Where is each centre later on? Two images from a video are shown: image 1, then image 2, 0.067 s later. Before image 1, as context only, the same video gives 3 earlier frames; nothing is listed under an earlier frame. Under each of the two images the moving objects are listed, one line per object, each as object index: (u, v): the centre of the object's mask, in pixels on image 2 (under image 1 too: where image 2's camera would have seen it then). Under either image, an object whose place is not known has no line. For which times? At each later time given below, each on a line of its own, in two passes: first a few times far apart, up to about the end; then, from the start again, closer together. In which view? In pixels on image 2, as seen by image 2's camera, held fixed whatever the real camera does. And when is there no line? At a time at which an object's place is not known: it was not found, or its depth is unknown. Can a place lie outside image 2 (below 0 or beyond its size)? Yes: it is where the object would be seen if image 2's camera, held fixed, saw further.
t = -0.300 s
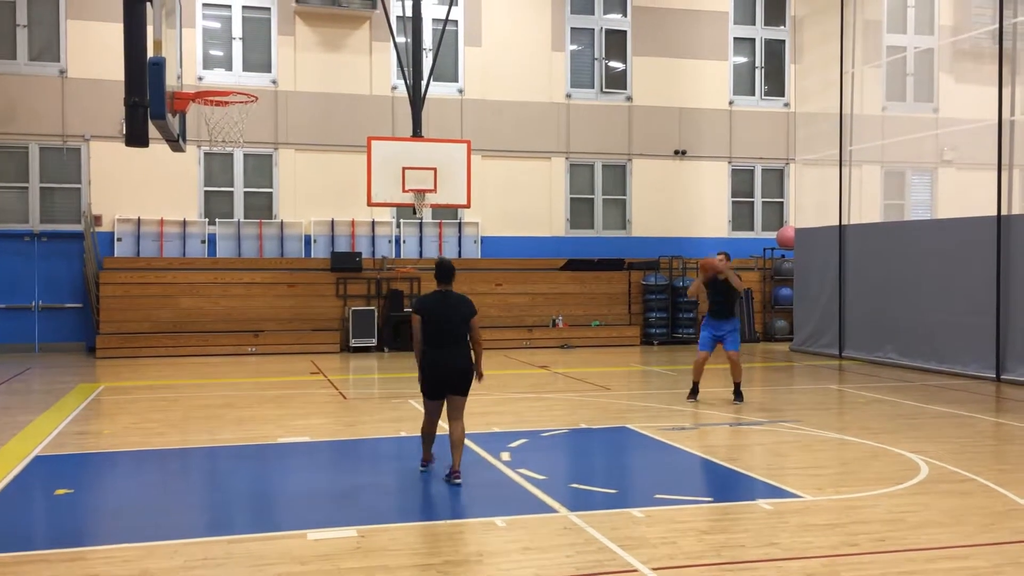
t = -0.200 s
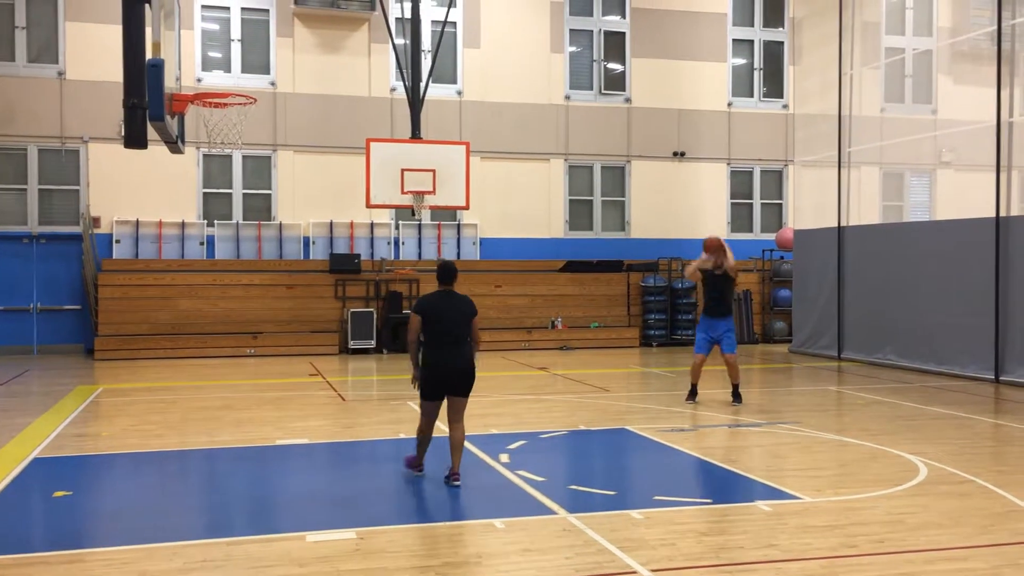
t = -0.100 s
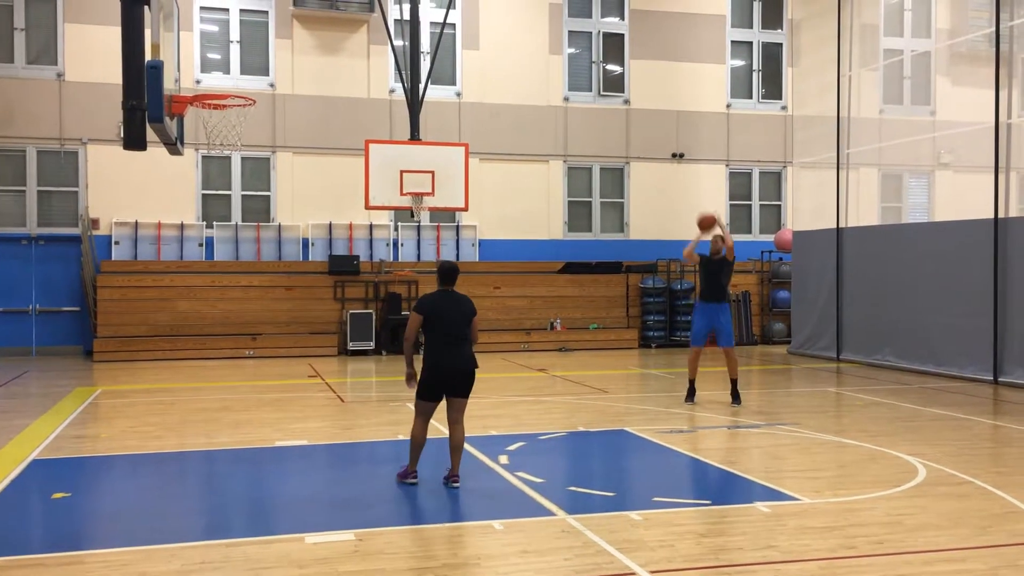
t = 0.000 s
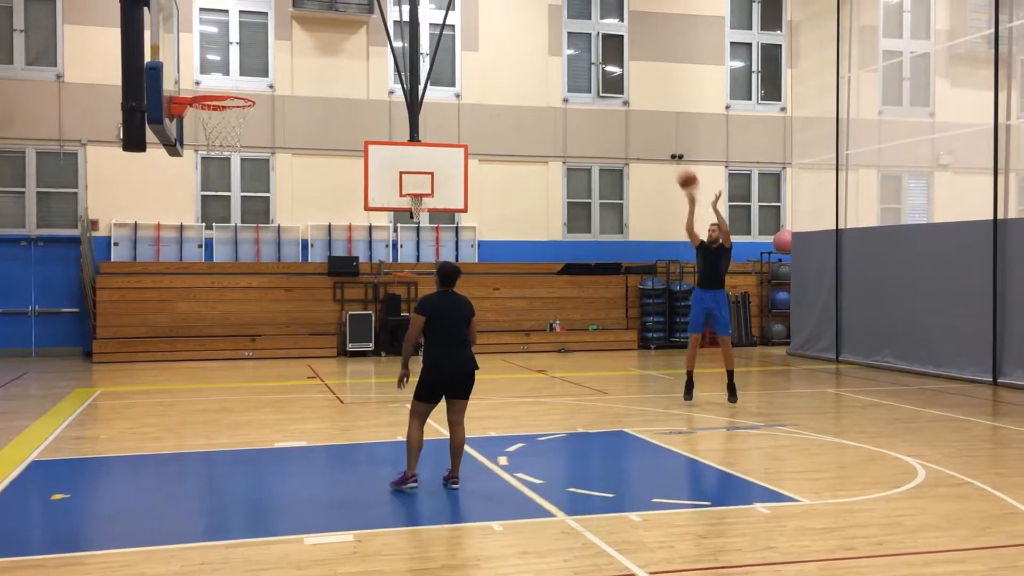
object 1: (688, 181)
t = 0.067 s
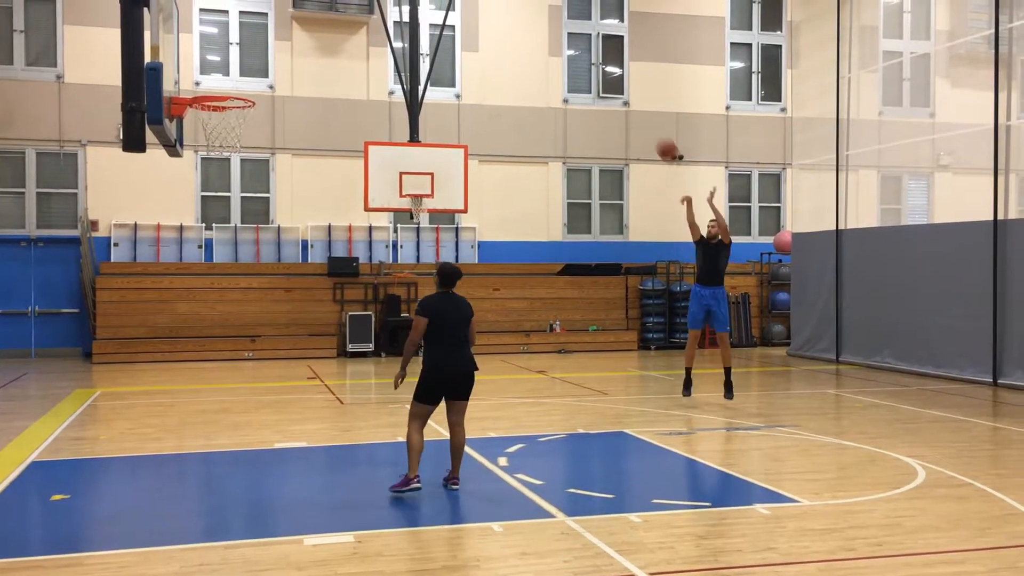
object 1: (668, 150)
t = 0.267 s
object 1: (600, 72)
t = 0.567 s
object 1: (481, 6)
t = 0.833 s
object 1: (336, 22)
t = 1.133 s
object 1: (225, 117)
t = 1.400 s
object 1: (244, 143)
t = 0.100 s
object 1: (656, 134)
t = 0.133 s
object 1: (646, 121)
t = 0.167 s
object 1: (635, 108)
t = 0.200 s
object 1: (624, 95)
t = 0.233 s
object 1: (612, 84)
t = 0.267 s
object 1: (600, 72)
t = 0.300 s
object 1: (588, 60)
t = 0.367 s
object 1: (563, 41)
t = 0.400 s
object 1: (551, 33)
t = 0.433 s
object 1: (536, 25)
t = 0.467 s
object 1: (523, 19)
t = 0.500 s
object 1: (510, 13)
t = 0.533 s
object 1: (496, 8)
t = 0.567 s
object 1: (481, 6)
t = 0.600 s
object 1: (468, 5)
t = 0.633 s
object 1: (438, 4)
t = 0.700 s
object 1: (406, 5)
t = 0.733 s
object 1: (388, 7)
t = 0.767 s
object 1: (371, 9)
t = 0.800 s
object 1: (354, 15)
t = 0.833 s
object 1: (336, 22)
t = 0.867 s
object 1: (318, 31)
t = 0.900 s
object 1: (297, 41)
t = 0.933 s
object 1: (279, 52)
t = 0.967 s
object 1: (258, 65)
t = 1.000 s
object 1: (238, 79)
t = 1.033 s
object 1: (215, 96)
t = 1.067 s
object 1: (212, 111)
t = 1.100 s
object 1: (217, 117)
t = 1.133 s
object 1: (225, 117)
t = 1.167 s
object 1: (234, 117)
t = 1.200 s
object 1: (238, 116)
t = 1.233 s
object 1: (239, 118)
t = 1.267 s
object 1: (241, 119)
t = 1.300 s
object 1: (243, 125)
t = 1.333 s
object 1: (243, 130)
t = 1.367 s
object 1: (243, 136)
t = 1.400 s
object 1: (244, 143)
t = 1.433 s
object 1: (243, 152)
